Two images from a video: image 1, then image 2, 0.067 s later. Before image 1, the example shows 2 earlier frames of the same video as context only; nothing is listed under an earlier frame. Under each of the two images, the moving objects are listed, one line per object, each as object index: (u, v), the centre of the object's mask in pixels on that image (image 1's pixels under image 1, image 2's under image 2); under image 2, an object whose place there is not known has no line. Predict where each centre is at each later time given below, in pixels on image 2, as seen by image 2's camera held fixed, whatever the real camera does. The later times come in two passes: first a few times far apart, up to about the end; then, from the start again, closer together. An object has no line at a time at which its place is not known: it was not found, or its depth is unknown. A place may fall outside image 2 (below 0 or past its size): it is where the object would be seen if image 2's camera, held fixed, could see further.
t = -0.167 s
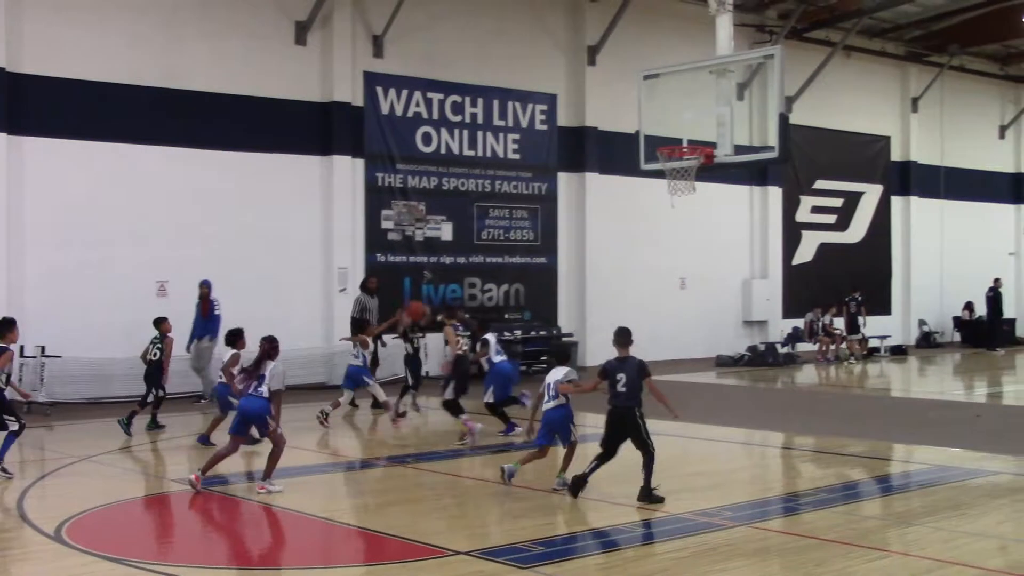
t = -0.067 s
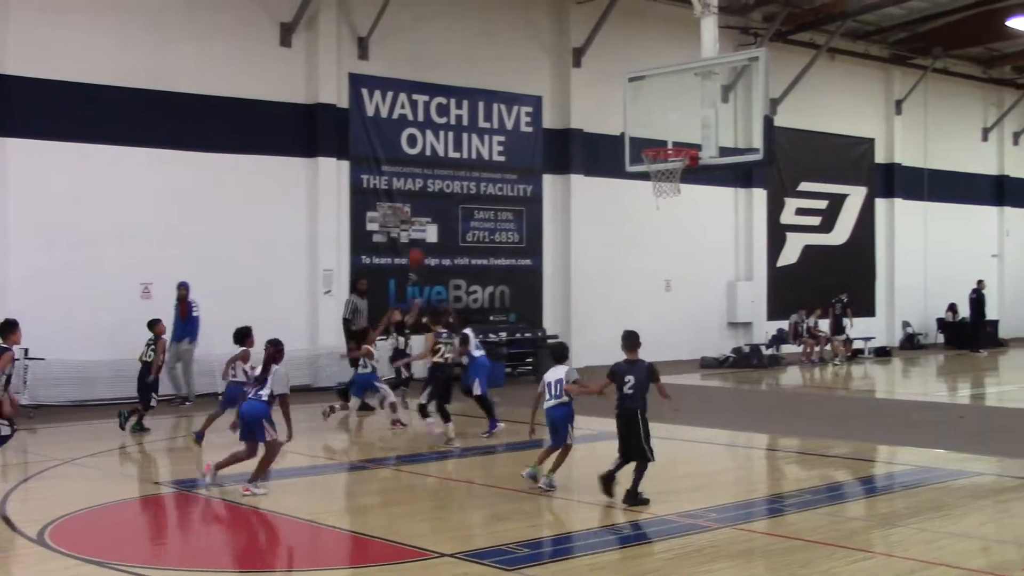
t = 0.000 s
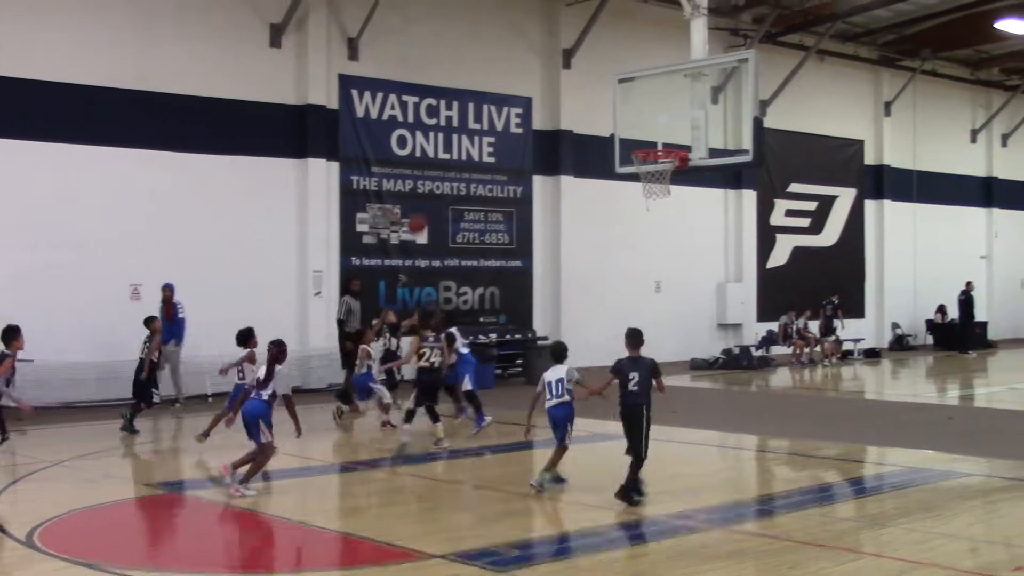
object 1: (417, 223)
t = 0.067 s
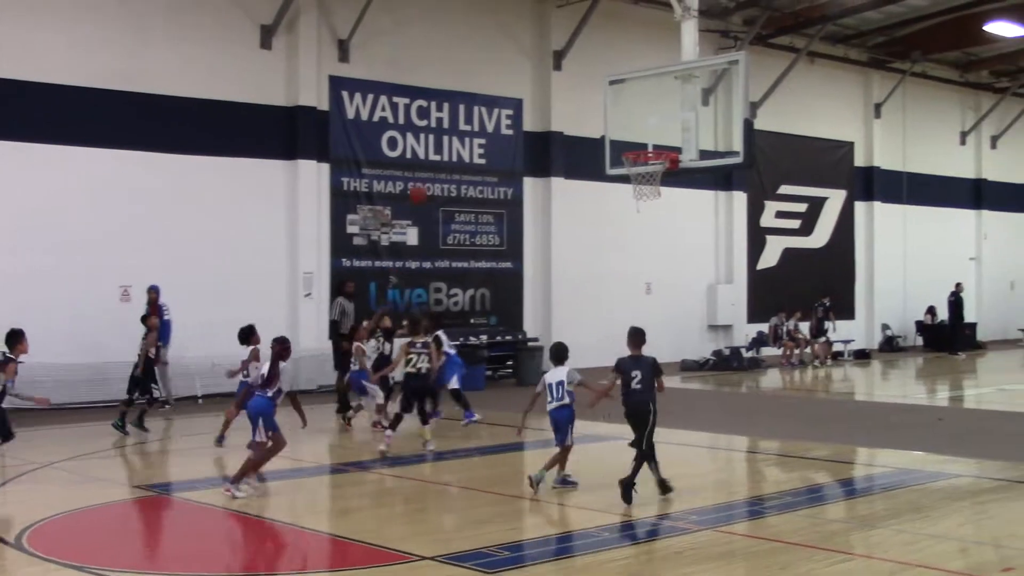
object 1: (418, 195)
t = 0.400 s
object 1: (480, 82)
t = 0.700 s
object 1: (544, 55)
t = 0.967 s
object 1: (607, 101)
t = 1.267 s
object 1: (641, 169)
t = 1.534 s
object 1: (623, 188)
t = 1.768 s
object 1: (626, 247)
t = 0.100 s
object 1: (423, 178)
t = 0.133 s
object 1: (430, 164)
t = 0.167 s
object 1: (435, 152)
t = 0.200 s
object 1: (441, 139)
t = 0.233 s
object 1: (447, 128)
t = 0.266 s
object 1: (455, 118)
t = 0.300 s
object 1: (461, 106)
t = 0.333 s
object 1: (467, 98)
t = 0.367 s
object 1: (473, 88)
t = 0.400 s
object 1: (480, 82)
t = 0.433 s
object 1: (487, 75)
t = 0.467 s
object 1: (494, 70)
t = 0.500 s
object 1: (501, 64)
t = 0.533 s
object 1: (508, 60)
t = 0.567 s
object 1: (515, 57)
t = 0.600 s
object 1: (522, 55)
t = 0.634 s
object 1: (529, 54)
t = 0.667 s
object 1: (536, 54)
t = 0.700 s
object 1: (544, 55)
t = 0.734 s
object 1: (550, 57)
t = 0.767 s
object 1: (559, 60)
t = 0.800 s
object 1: (565, 64)
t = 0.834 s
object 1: (574, 69)
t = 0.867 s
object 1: (582, 75)
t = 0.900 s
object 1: (590, 82)
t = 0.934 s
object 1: (598, 91)
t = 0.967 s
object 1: (607, 101)
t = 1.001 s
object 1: (615, 112)
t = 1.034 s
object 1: (623, 124)
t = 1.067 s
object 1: (633, 139)
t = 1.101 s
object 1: (641, 146)
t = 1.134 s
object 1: (652, 147)
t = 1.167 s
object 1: (658, 159)
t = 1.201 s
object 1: (658, 162)
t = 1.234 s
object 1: (645, 162)
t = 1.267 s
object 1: (641, 169)
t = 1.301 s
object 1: (634, 174)
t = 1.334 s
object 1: (631, 174)
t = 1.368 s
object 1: (627, 174)
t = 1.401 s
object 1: (626, 174)
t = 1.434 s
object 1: (624, 174)
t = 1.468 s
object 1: (624, 177)
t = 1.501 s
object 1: (624, 180)
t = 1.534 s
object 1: (623, 188)
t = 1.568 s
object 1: (625, 191)
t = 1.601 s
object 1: (626, 196)
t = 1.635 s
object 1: (626, 204)
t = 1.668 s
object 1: (625, 214)
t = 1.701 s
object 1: (625, 223)
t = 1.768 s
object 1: (626, 247)
